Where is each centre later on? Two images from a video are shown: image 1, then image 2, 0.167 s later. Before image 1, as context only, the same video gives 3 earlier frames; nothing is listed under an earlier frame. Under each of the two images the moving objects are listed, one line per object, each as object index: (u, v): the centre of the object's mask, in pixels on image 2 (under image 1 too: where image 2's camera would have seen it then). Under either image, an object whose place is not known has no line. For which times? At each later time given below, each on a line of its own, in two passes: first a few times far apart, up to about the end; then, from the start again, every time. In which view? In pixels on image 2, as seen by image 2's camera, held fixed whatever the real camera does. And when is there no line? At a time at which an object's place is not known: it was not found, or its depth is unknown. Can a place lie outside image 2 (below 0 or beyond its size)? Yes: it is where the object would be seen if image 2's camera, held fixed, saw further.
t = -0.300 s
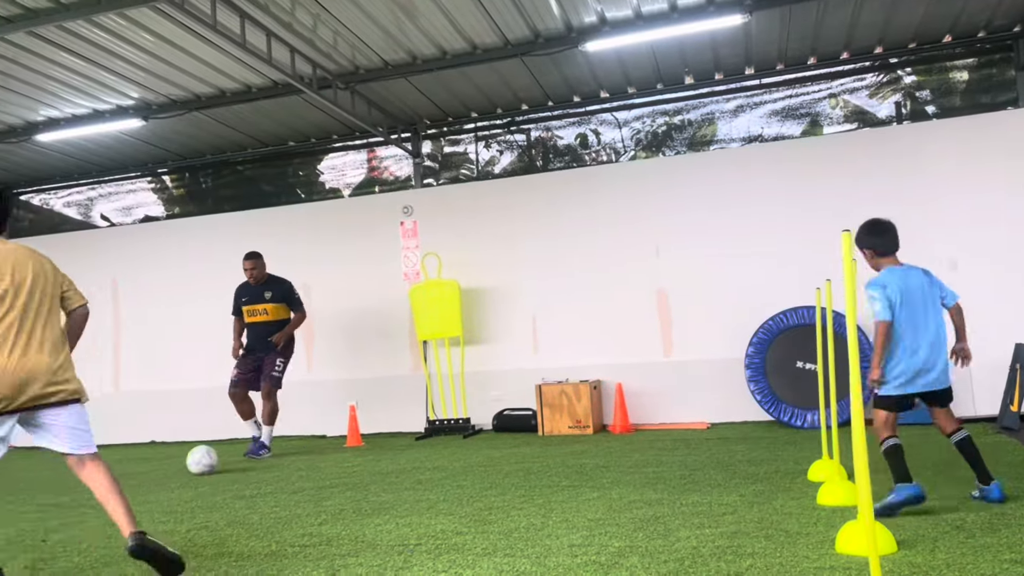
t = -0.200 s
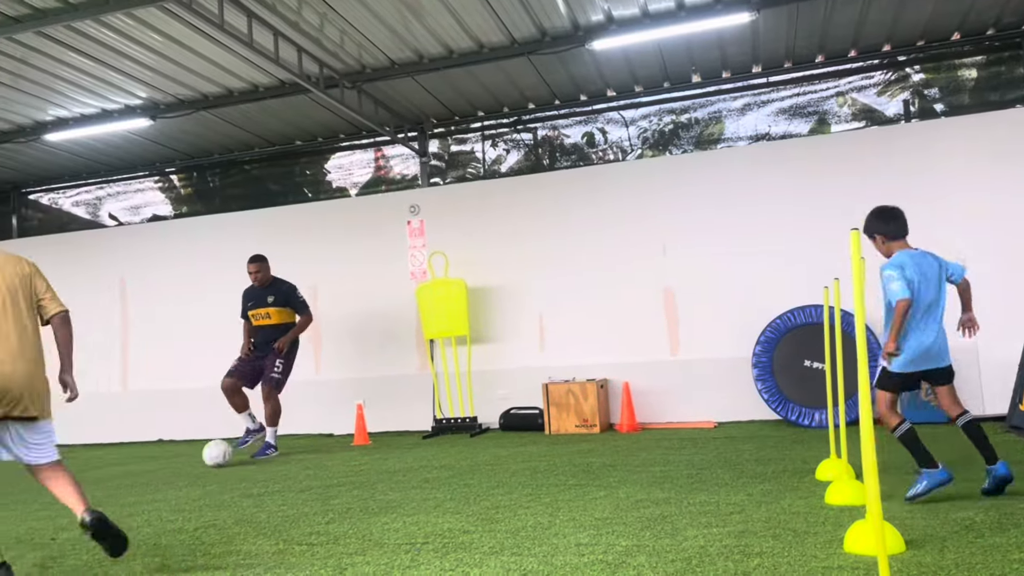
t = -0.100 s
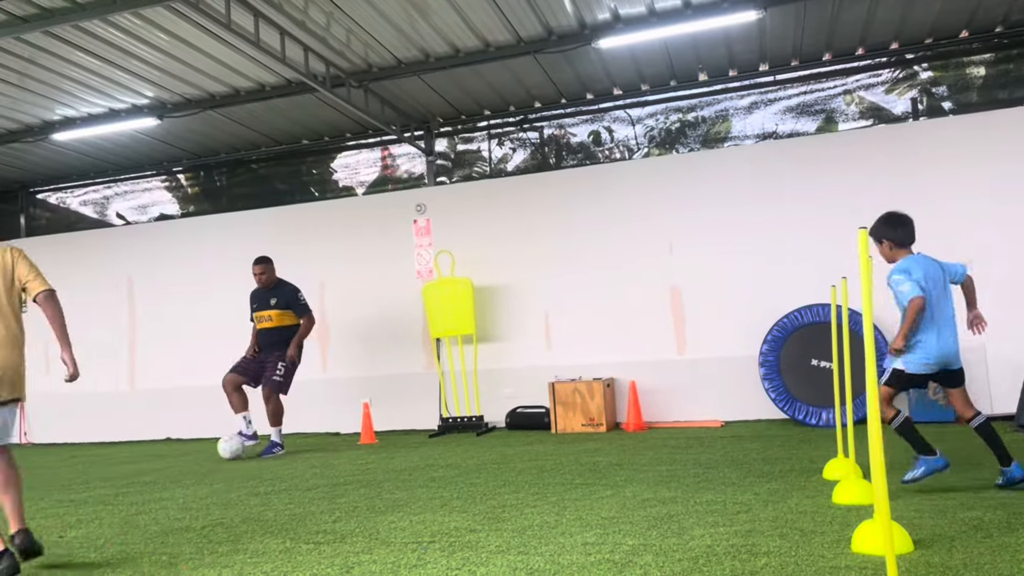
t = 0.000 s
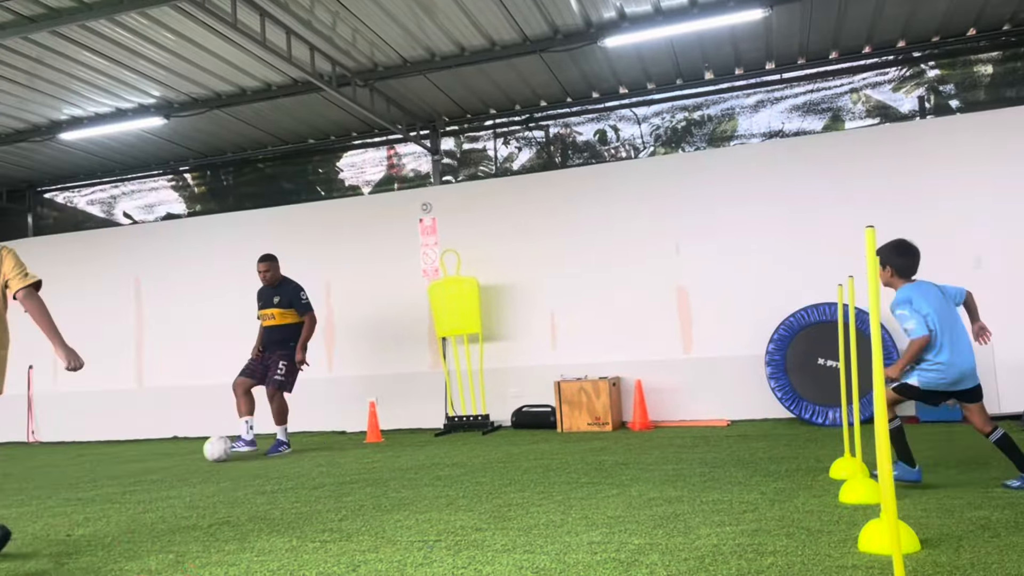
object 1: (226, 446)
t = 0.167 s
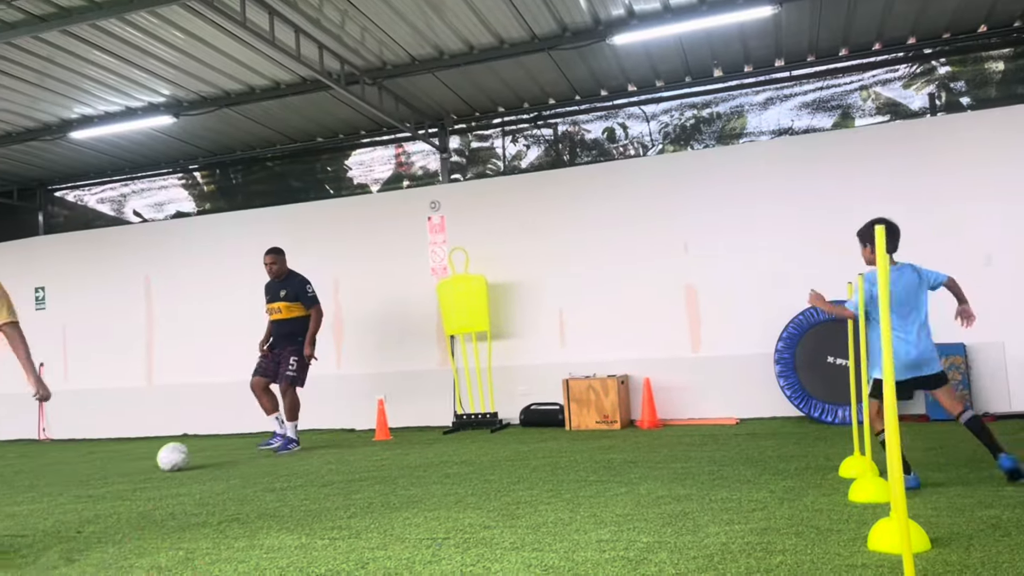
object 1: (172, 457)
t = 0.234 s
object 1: (151, 461)
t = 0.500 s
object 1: (68, 475)
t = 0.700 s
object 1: (4, 486)
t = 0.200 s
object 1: (161, 459)
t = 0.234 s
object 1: (151, 461)
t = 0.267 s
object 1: (140, 463)
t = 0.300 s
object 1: (130, 464)
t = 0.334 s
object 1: (119, 467)
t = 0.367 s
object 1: (108, 469)
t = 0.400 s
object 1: (98, 471)
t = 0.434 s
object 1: (88, 473)
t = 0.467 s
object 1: (78, 474)
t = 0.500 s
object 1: (68, 475)
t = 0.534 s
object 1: (58, 477)
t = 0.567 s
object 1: (48, 478)
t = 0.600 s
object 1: (37, 480)
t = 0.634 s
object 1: (26, 482)
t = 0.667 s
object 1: (15, 484)
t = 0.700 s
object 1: (4, 486)
